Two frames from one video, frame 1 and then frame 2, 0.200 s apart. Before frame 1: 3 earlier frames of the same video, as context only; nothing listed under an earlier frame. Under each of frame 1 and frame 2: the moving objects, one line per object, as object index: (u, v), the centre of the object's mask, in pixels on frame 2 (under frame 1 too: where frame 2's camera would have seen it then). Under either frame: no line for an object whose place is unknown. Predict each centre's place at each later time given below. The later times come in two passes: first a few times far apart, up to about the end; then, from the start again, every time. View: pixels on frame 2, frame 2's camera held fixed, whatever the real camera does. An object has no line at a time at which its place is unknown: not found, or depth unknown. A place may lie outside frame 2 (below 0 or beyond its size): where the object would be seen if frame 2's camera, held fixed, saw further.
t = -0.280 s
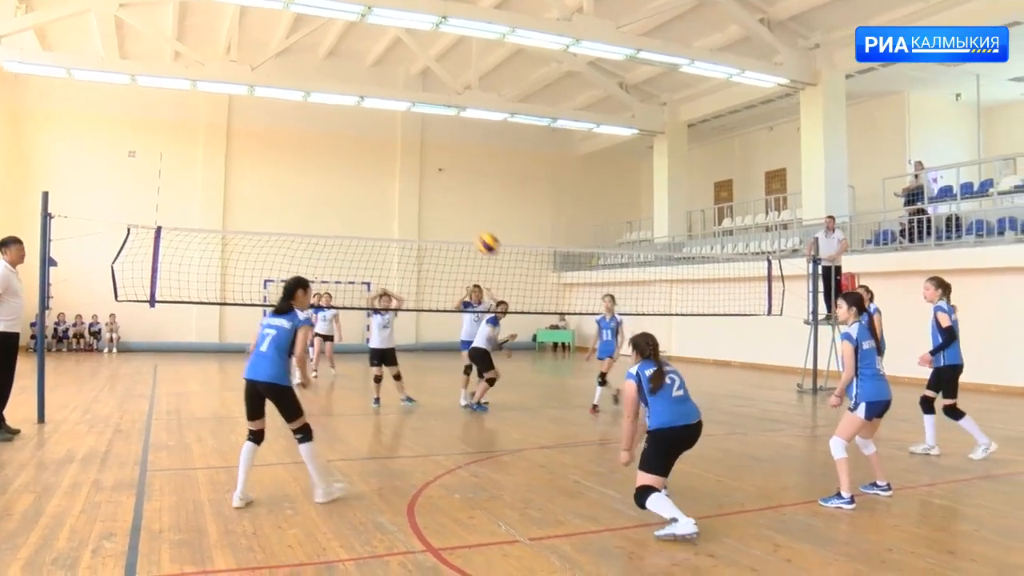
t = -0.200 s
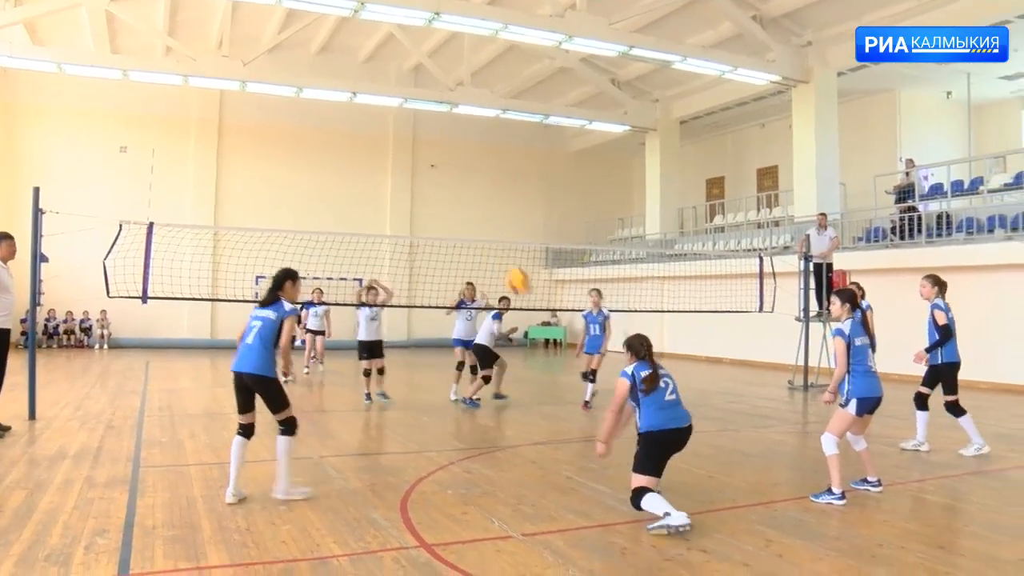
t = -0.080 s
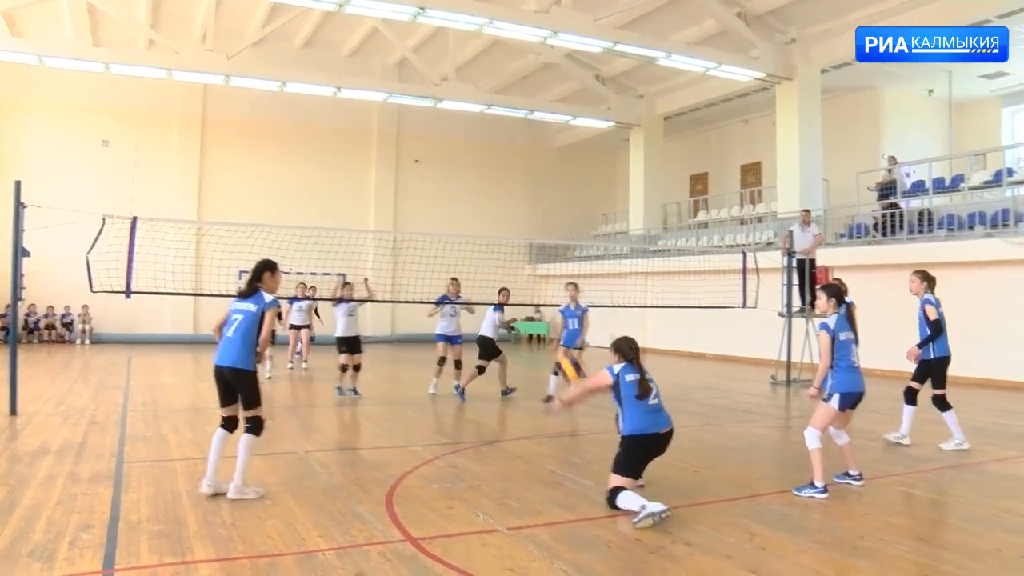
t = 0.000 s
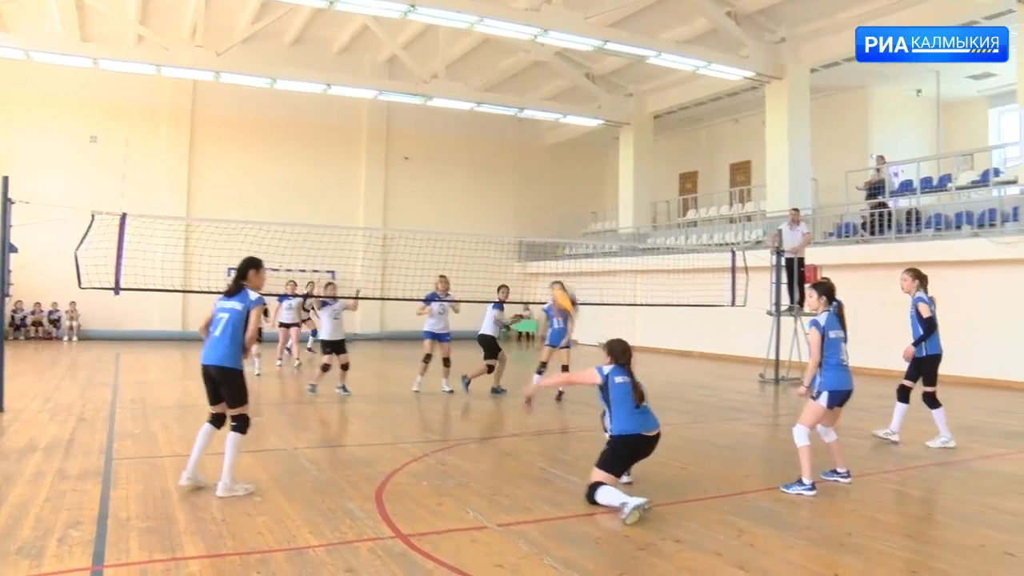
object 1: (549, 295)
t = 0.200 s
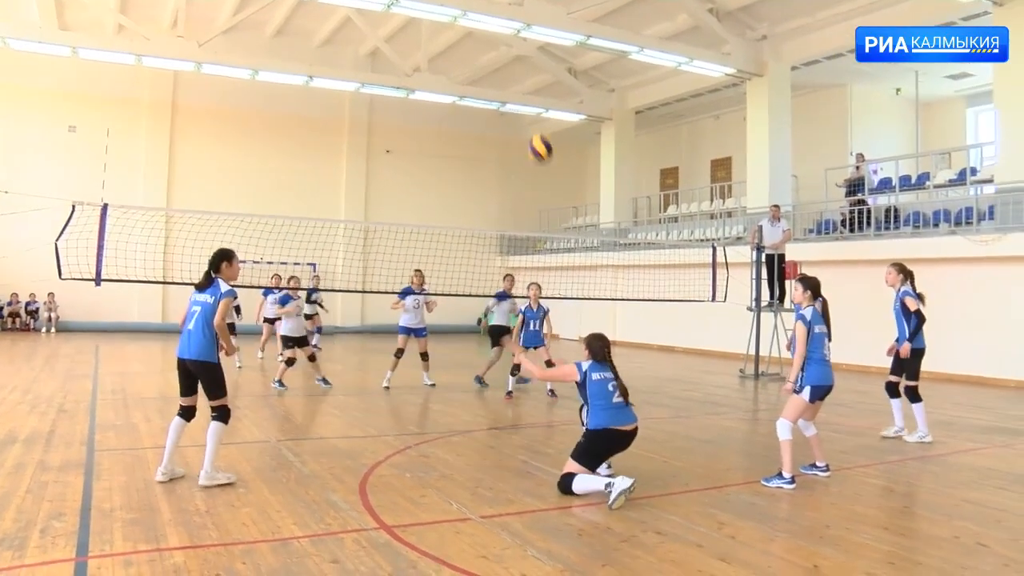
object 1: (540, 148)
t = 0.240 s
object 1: (540, 128)
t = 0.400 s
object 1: (536, 61)
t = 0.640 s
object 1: (530, 22)
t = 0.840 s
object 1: (525, 35)
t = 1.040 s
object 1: (522, 85)
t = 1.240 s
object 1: (517, 168)
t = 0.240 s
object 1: (540, 128)
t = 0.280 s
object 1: (538, 106)
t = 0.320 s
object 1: (538, 90)
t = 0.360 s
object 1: (537, 74)
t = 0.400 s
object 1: (536, 61)
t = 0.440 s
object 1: (534, 50)
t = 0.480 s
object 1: (533, 41)
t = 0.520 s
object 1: (533, 34)
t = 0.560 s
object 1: (531, 28)
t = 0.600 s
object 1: (531, 24)
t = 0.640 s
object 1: (530, 22)
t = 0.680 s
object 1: (529, 22)
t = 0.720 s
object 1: (528, 23)
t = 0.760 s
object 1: (527, 26)
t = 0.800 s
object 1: (526, 29)
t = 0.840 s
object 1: (525, 35)
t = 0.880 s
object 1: (524, 42)
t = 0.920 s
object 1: (523, 49)
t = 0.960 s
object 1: (522, 60)
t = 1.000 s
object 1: (521, 72)
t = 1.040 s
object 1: (522, 85)
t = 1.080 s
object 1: (521, 98)
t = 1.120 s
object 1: (520, 115)
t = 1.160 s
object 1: (519, 132)
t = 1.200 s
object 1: (517, 148)
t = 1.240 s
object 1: (517, 168)
